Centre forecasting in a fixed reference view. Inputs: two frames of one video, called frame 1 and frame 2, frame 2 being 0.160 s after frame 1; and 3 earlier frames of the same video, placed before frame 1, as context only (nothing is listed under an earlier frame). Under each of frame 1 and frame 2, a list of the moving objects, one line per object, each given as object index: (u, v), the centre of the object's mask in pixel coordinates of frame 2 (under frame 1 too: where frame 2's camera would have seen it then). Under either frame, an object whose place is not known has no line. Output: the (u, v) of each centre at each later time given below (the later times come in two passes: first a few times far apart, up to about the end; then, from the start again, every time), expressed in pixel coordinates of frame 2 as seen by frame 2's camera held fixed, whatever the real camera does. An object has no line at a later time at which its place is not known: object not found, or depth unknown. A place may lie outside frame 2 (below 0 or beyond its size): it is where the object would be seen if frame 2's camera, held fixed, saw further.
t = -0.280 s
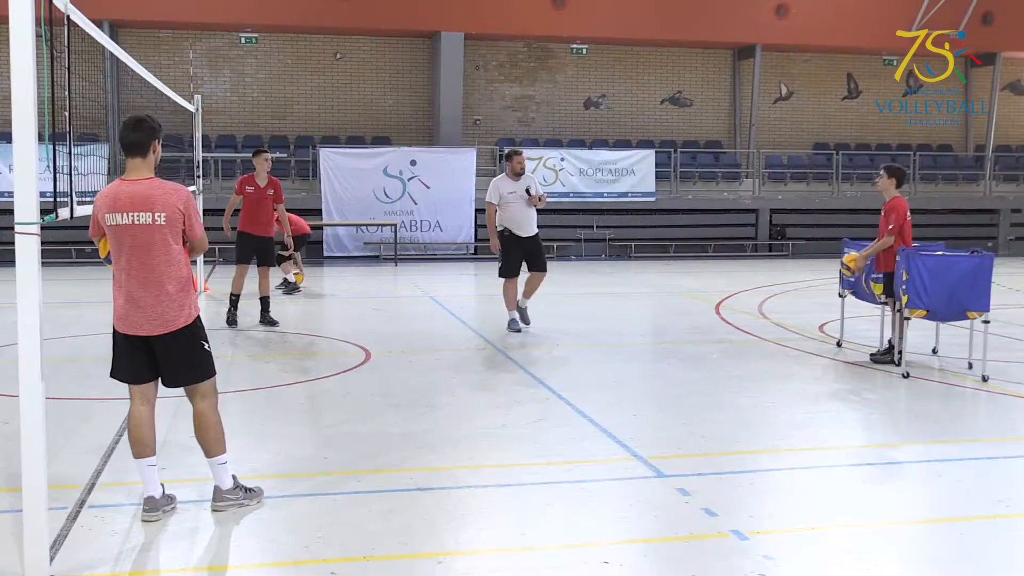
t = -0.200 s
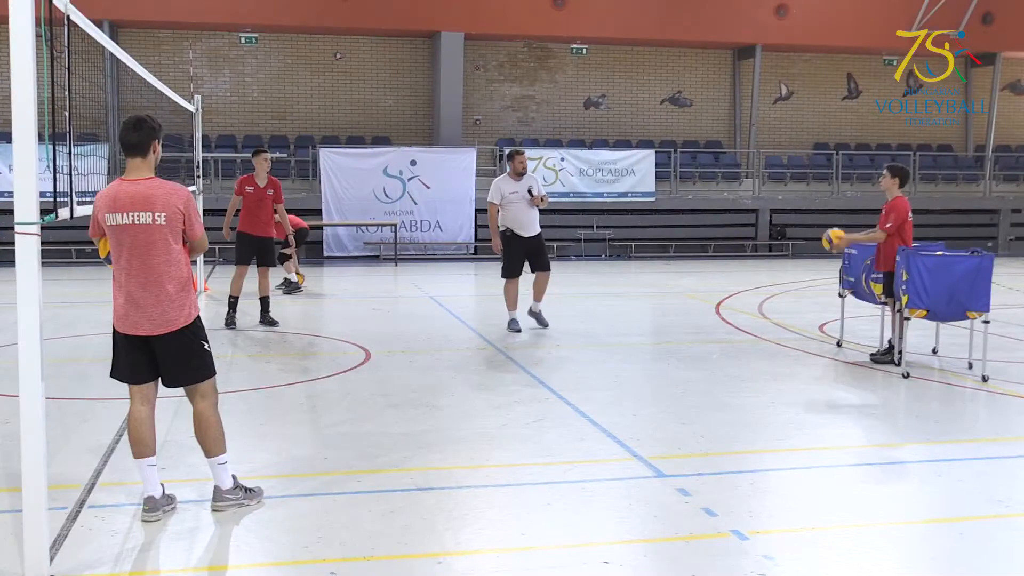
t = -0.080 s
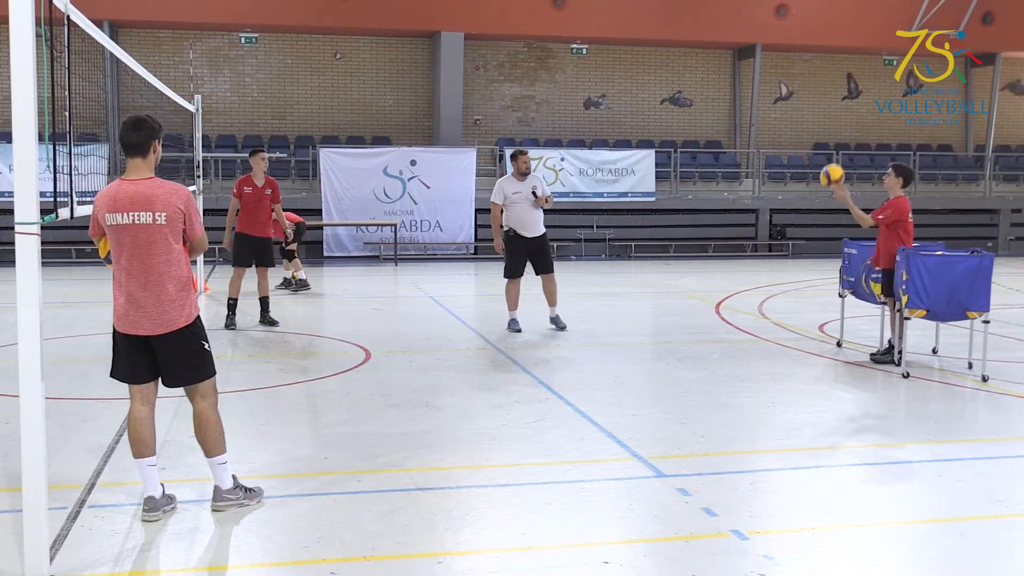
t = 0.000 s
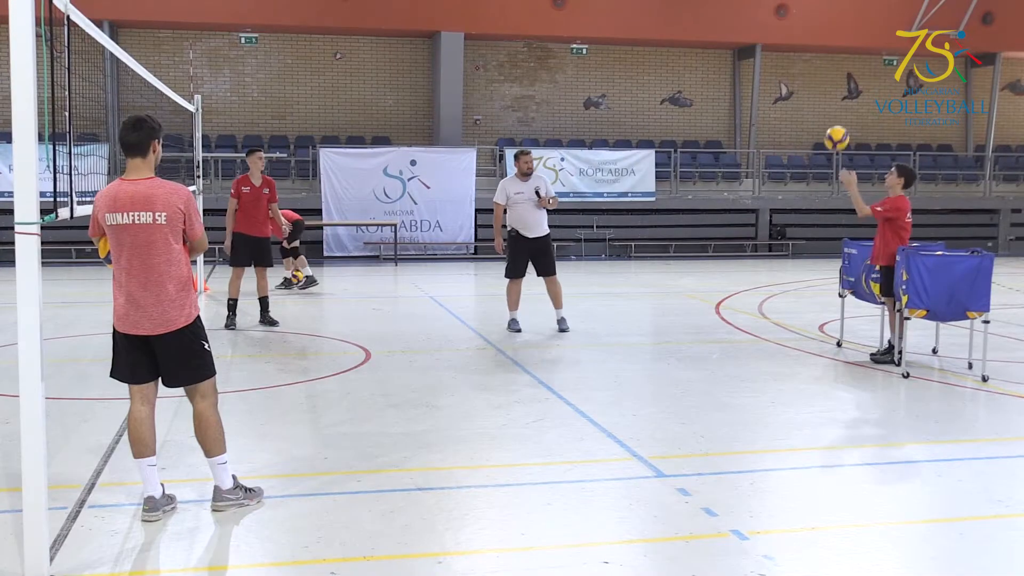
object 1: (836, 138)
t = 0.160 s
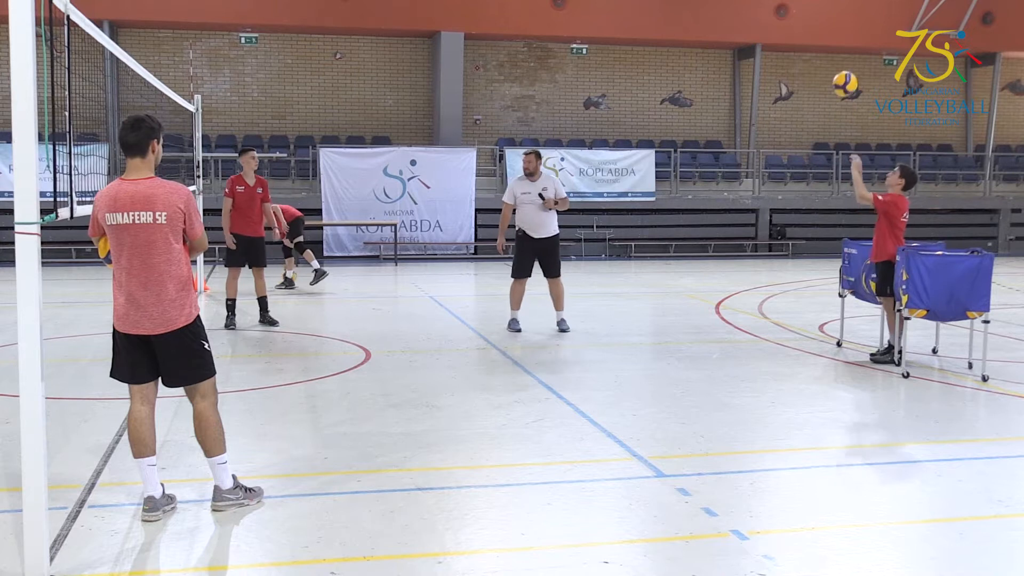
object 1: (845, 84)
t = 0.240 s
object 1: (849, 67)
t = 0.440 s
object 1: (857, 57)
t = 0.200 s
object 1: (847, 74)
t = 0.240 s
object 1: (849, 67)
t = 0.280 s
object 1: (850, 61)
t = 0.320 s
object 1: (852, 58)
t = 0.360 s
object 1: (854, 55)
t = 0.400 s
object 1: (855, 55)
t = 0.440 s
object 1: (857, 57)
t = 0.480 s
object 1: (859, 60)
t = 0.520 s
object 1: (860, 65)
